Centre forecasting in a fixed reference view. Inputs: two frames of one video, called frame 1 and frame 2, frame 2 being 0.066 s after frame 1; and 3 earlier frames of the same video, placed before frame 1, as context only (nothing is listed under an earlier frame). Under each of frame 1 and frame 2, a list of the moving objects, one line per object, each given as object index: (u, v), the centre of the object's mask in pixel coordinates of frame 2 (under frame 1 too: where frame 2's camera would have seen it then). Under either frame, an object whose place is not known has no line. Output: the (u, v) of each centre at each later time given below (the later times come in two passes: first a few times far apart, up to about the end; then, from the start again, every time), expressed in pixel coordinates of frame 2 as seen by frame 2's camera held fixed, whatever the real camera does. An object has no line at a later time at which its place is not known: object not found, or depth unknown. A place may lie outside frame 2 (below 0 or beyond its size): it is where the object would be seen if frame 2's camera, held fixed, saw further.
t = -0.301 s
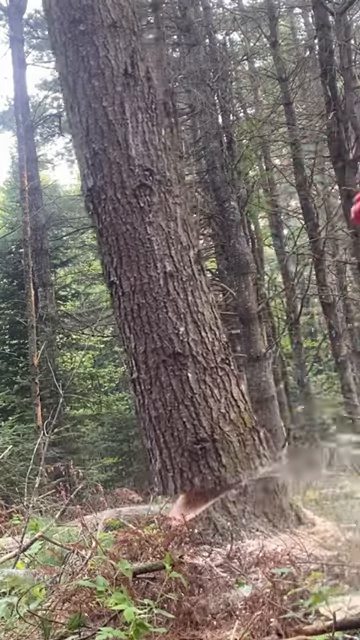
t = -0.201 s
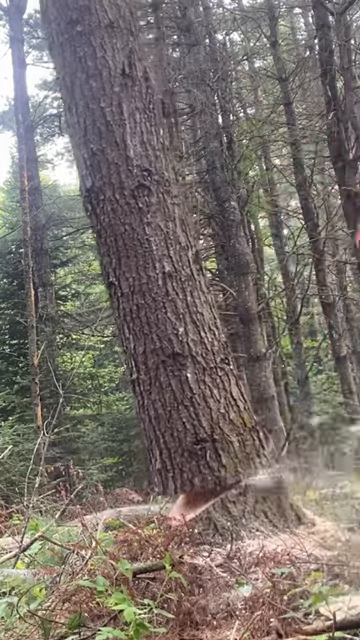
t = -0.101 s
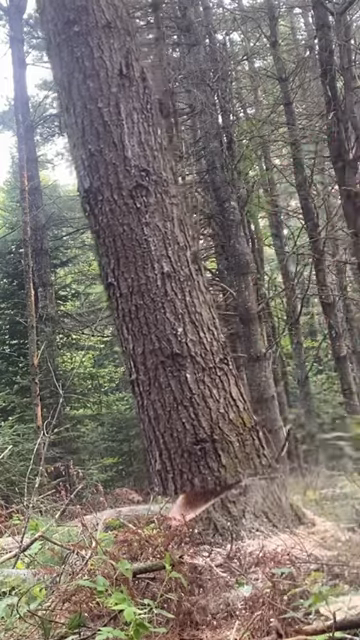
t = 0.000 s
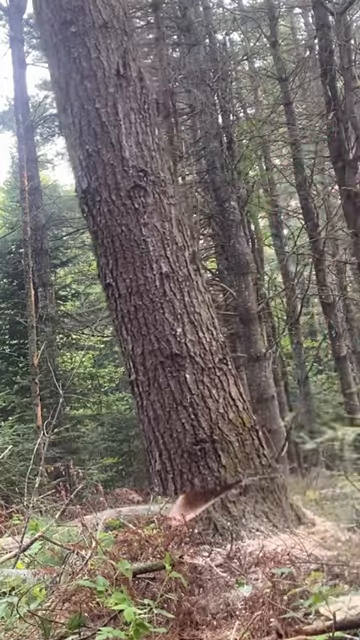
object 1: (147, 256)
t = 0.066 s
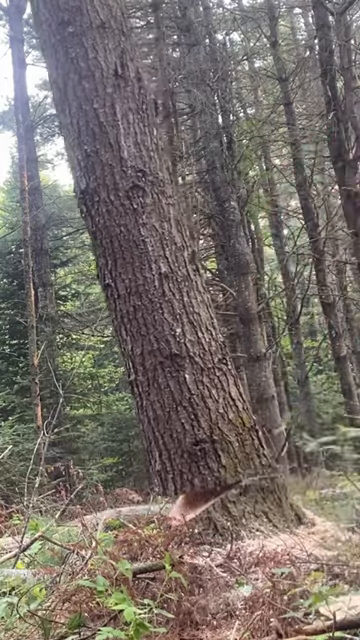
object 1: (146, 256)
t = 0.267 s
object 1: (142, 257)
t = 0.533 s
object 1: (136, 255)
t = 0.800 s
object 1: (128, 256)
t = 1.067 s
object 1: (120, 263)
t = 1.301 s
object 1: (116, 273)
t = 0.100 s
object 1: (146, 257)
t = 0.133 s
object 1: (145, 257)
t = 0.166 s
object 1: (144, 258)
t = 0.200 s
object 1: (144, 258)
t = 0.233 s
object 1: (143, 258)
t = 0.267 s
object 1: (142, 257)
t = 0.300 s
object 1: (142, 257)
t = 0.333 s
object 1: (141, 257)
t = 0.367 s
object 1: (140, 256)
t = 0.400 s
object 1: (139, 256)
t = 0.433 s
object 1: (138, 256)
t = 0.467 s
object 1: (137, 255)
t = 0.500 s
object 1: (136, 255)
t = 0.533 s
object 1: (136, 255)
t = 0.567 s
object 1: (134, 256)
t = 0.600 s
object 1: (133, 255)
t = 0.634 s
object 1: (132, 256)
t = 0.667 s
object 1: (131, 256)
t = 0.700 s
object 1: (131, 256)
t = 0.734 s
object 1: (130, 256)
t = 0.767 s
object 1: (129, 256)
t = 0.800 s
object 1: (128, 256)
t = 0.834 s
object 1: (126, 256)
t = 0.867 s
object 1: (125, 255)
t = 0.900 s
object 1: (124, 256)
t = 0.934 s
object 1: (123, 257)
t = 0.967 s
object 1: (122, 259)
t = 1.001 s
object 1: (122, 260)
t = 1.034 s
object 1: (121, 261)
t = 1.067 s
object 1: (120, 263)
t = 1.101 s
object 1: (120, 264)
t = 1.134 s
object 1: (119, 267)
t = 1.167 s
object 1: (118, 268)
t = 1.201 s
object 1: (117, 268)
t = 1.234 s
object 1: (117, 270)
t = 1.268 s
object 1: (116, 272)
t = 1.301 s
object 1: (116, 273)
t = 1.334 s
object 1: (115, 274)
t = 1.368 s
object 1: (115, 277)
